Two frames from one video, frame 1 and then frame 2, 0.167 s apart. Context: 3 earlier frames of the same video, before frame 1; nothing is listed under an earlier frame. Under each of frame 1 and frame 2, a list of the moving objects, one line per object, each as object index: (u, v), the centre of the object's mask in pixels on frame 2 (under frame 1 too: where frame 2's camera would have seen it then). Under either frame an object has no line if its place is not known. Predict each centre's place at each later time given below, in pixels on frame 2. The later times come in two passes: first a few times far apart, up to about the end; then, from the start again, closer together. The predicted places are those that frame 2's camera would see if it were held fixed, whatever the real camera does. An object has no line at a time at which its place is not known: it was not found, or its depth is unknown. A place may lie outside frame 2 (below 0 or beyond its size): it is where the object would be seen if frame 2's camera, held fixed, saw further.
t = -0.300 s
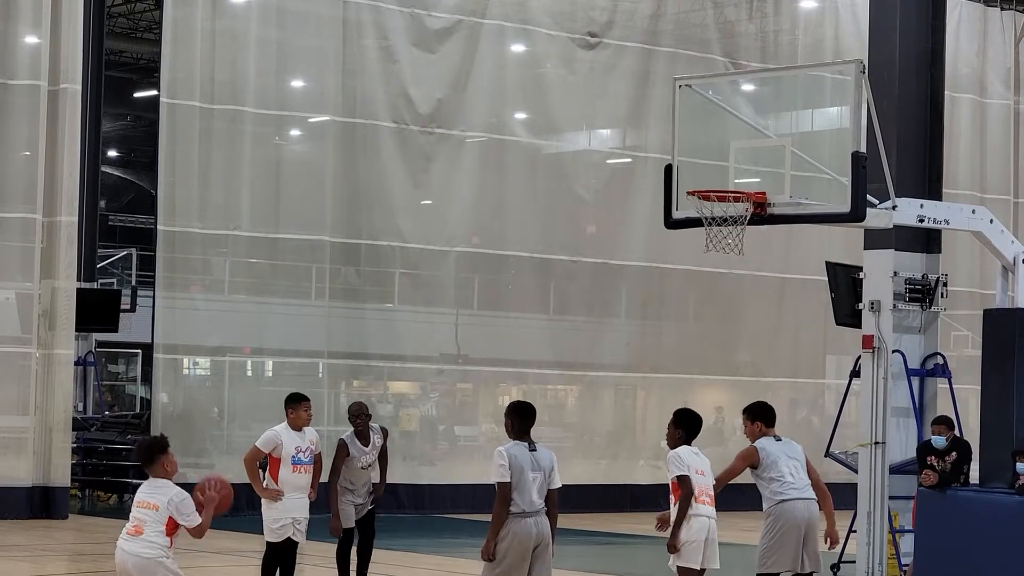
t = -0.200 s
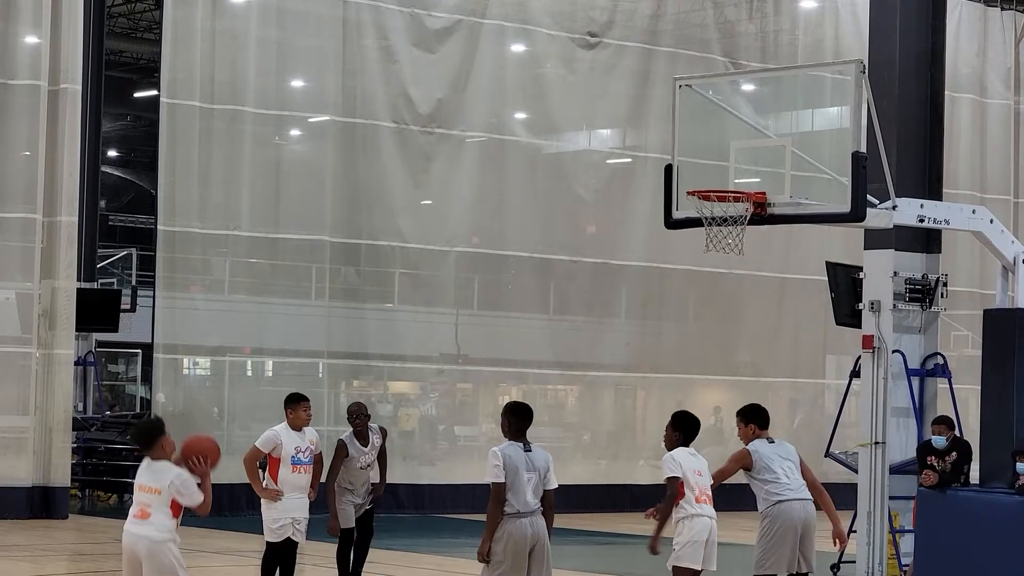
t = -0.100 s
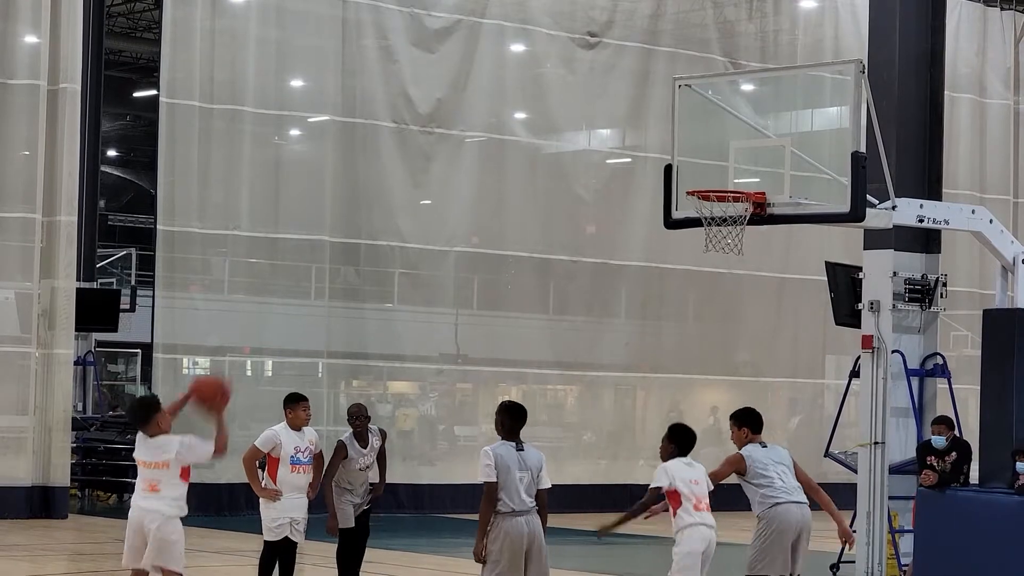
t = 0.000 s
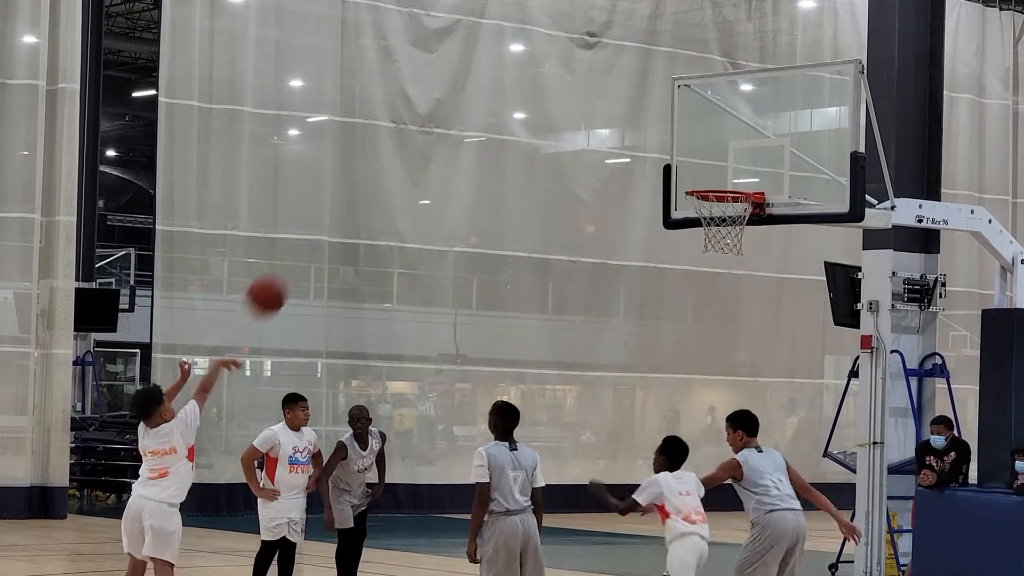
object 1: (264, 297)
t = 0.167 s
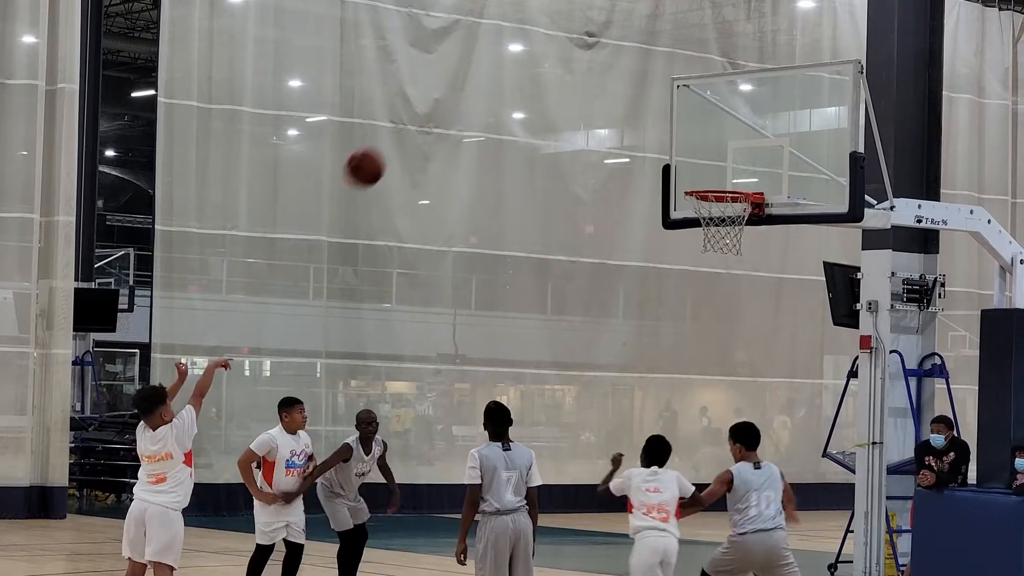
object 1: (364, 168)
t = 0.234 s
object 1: (403, 130)
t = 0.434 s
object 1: (509, 64)
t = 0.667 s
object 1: (619, 61)
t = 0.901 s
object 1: (720, 134)
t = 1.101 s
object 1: (716, 158)
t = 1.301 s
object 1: (649, 155)
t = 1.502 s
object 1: (577, 211)
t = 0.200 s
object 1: (383, 148)
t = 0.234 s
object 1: (403, 130)
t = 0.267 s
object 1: (421, 114)
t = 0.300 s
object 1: (439, 100)
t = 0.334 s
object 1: (457, 88)
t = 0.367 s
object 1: (474, 78)
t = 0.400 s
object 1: (492, 70)
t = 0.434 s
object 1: (509, 64)
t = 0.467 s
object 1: (525, 57)
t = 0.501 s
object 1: (542, 55)
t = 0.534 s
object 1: (558, 52)
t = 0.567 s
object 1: (573, 52)
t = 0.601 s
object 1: (589, 53)
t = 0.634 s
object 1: (604, 56)
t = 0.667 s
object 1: (619, 61)
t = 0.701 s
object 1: (634, 67)
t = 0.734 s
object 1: (650, 75)
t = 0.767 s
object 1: (664, 85)
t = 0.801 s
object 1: (679, 95)
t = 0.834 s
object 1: (692, 106)
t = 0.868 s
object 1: (706, 120)
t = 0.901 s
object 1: (720, 134)
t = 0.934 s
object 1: (734, 150)
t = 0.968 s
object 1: (747, 167)
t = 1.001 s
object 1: (749, 179)
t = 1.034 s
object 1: (738, 171)
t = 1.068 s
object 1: (726, 164)
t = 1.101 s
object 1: (716, 158)
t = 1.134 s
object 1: (705, 154)
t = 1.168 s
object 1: (695, 151)
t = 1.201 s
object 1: (683, 150)
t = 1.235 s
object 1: (672, 151)
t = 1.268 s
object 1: (661, 153)
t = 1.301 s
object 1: (649, 155)
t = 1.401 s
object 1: (613, 175)
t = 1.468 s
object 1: (589, 197)
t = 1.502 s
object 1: (577, 211)
